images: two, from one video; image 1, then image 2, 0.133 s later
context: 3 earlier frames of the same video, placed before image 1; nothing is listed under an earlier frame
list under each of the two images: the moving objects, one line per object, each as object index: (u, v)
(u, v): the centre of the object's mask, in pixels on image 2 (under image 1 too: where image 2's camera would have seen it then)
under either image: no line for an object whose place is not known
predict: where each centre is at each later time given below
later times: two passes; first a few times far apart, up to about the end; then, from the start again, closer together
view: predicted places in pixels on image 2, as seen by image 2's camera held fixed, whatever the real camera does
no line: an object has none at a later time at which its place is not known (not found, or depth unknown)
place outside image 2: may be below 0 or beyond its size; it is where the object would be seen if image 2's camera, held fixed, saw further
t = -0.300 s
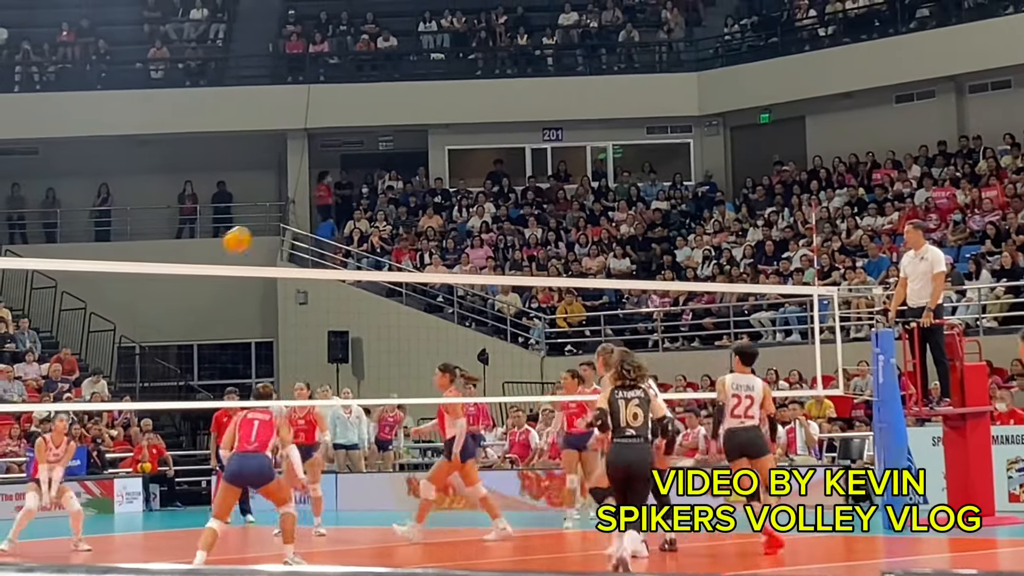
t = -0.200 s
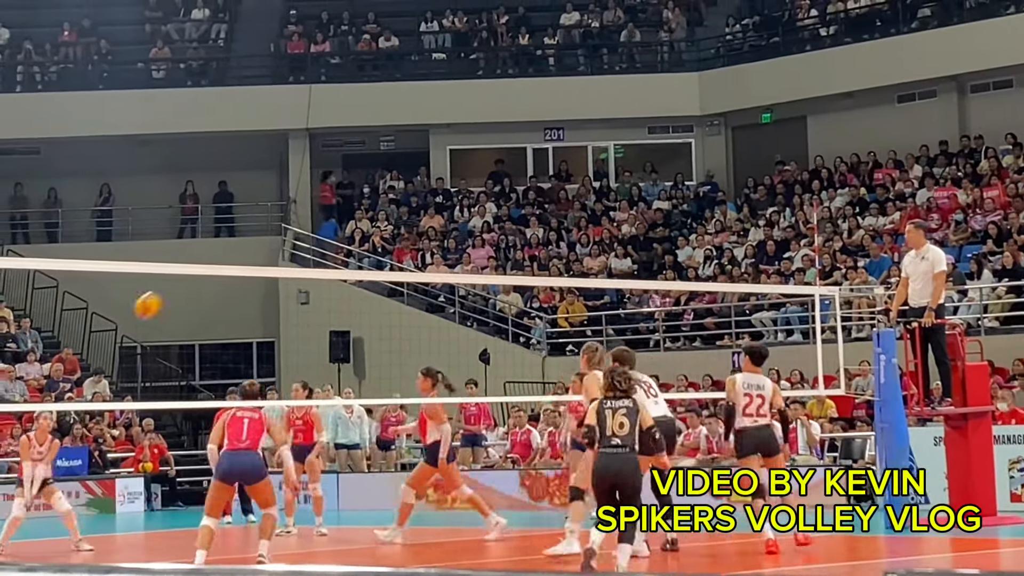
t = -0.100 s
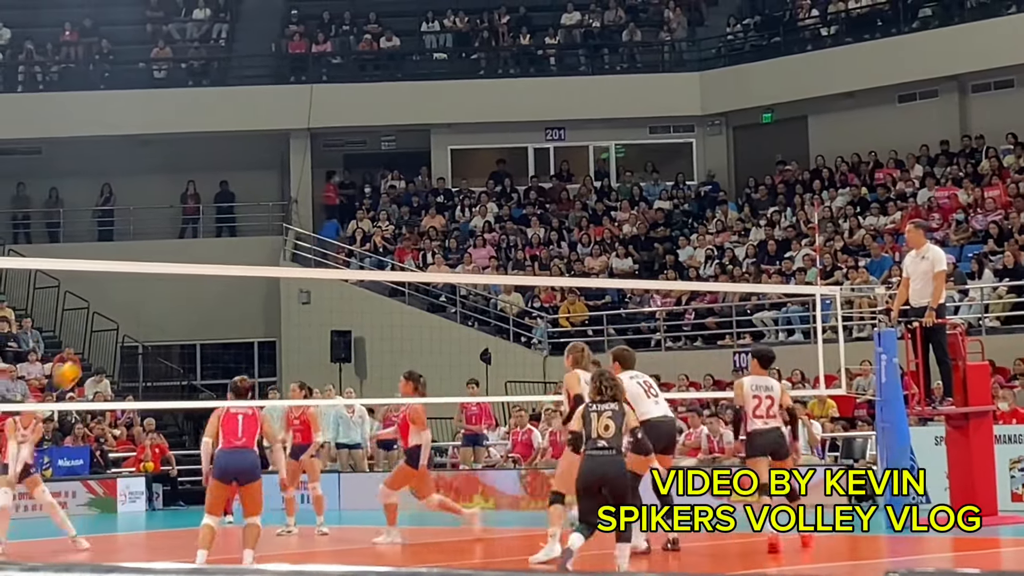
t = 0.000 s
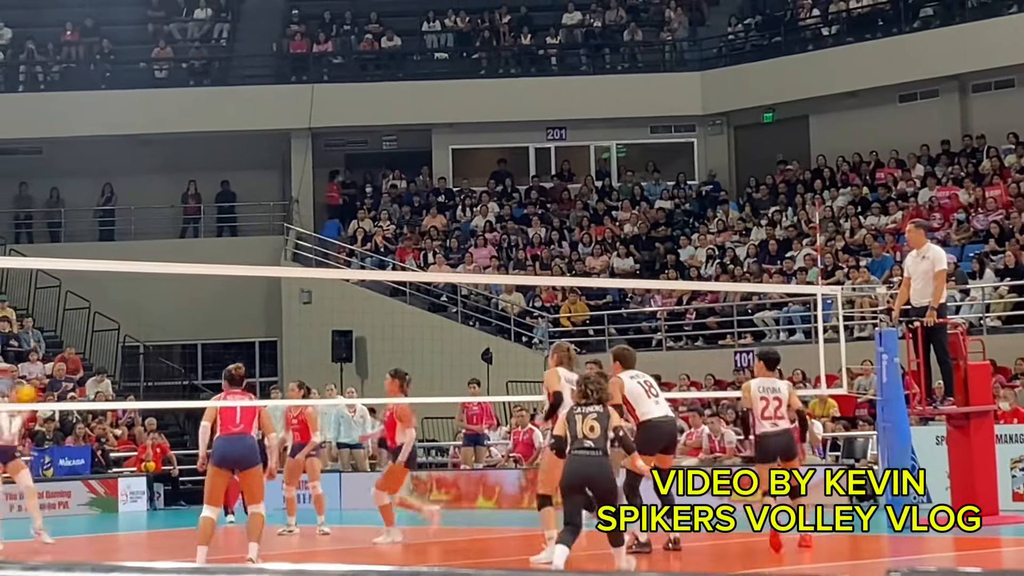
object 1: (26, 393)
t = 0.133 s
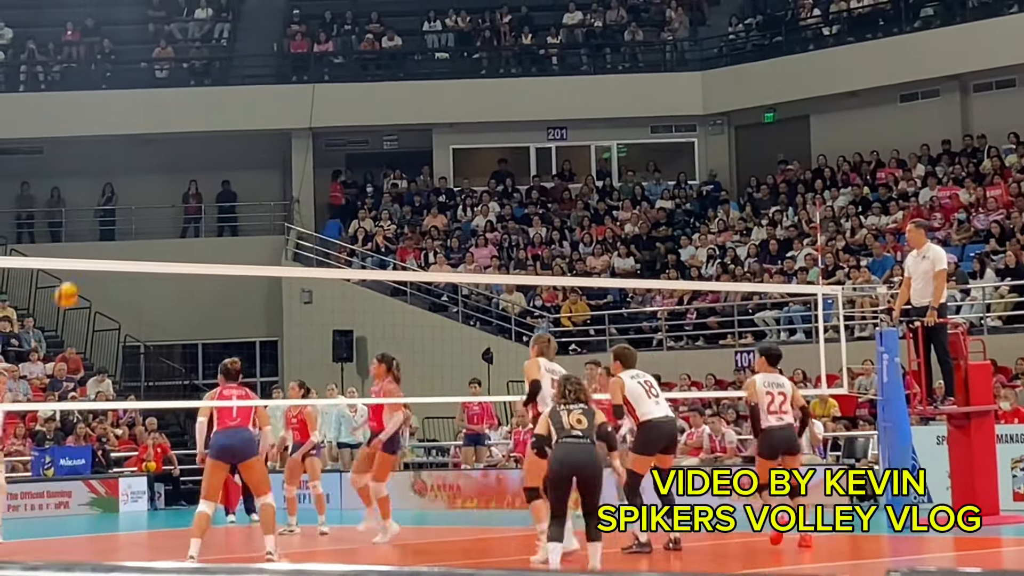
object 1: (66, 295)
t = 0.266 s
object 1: (103, 212)
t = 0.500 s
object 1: (168, 112)
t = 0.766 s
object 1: (245, 70)
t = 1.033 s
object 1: (325, 102)
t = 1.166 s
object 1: (366, 148)
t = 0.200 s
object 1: (85, 249)
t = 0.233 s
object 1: (94, 230)
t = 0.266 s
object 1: (103, 212)
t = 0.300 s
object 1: (112, 194)
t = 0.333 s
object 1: (122, 177)
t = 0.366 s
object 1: (131, 162)
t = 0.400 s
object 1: (140, 148)
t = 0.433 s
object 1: (149, 135)
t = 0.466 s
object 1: (159, 123)
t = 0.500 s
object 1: (168, 112)
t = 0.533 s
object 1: (178, 103)
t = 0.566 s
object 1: (188, 94)
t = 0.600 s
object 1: (198, 87)
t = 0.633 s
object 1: (207, 81)
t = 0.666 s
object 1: (216, 77)
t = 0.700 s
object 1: (226, 73)
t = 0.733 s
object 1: (236, 71)
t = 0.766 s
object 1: (245, 70)
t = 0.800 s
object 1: (255, 69)
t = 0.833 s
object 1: (265, 71)
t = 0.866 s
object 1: (275, 73)
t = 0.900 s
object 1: (285, 76)
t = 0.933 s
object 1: (295, 81)
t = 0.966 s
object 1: (305, 86)
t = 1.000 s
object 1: (315, 94)
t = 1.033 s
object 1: (325, 102)
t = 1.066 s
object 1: (335, 112)
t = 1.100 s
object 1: (346, 123)
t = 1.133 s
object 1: (356, 135)
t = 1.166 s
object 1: (366, 148)
